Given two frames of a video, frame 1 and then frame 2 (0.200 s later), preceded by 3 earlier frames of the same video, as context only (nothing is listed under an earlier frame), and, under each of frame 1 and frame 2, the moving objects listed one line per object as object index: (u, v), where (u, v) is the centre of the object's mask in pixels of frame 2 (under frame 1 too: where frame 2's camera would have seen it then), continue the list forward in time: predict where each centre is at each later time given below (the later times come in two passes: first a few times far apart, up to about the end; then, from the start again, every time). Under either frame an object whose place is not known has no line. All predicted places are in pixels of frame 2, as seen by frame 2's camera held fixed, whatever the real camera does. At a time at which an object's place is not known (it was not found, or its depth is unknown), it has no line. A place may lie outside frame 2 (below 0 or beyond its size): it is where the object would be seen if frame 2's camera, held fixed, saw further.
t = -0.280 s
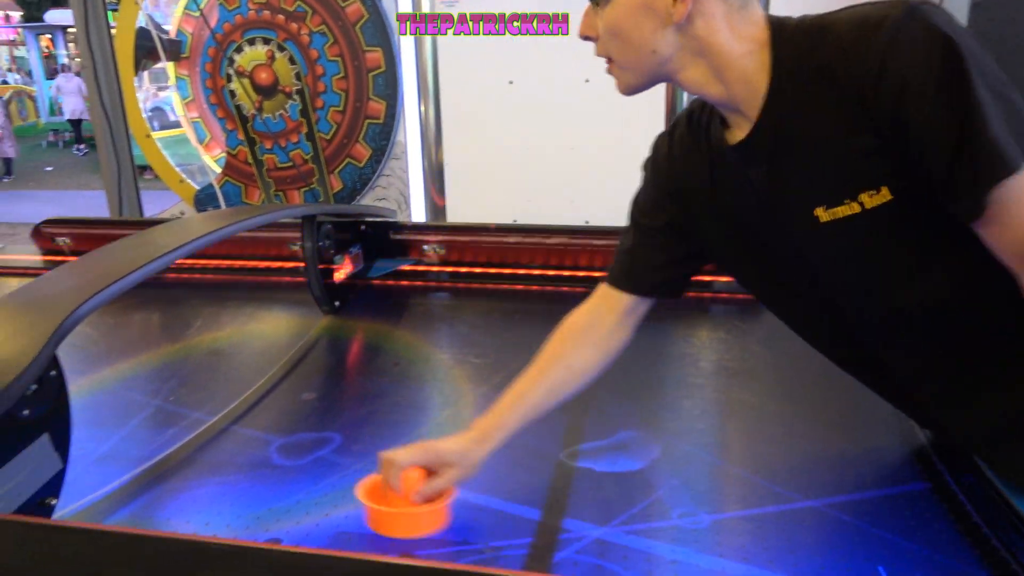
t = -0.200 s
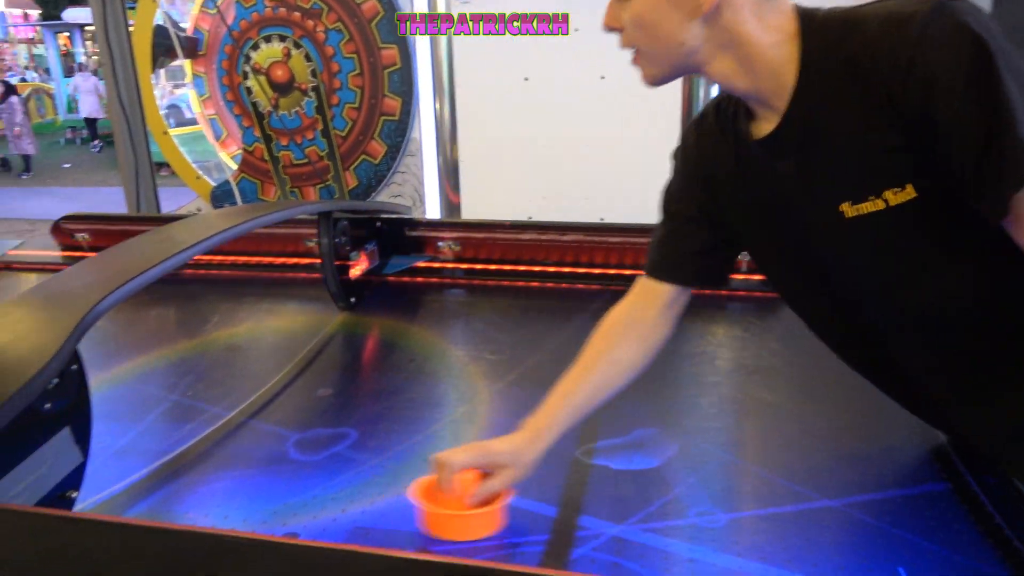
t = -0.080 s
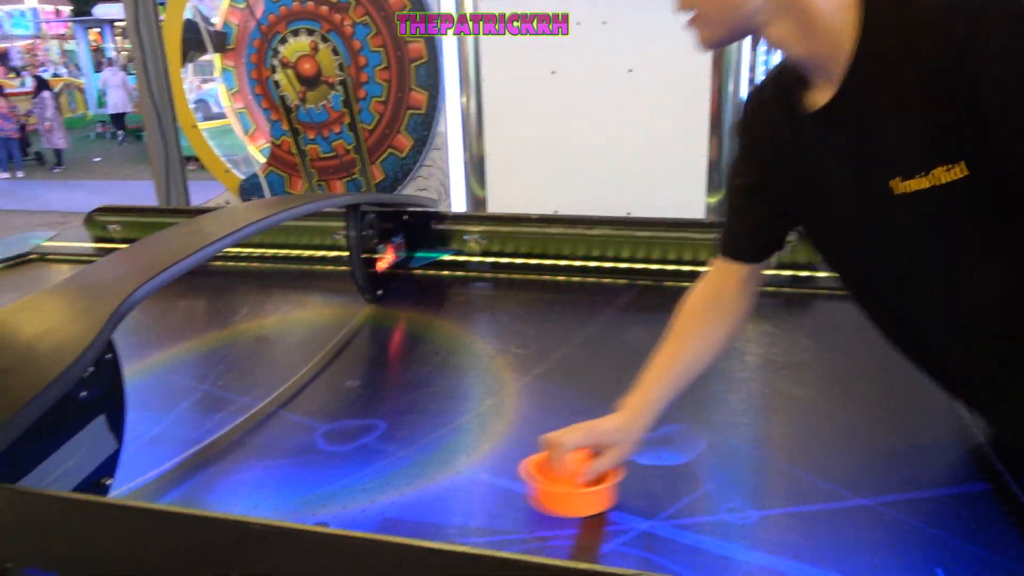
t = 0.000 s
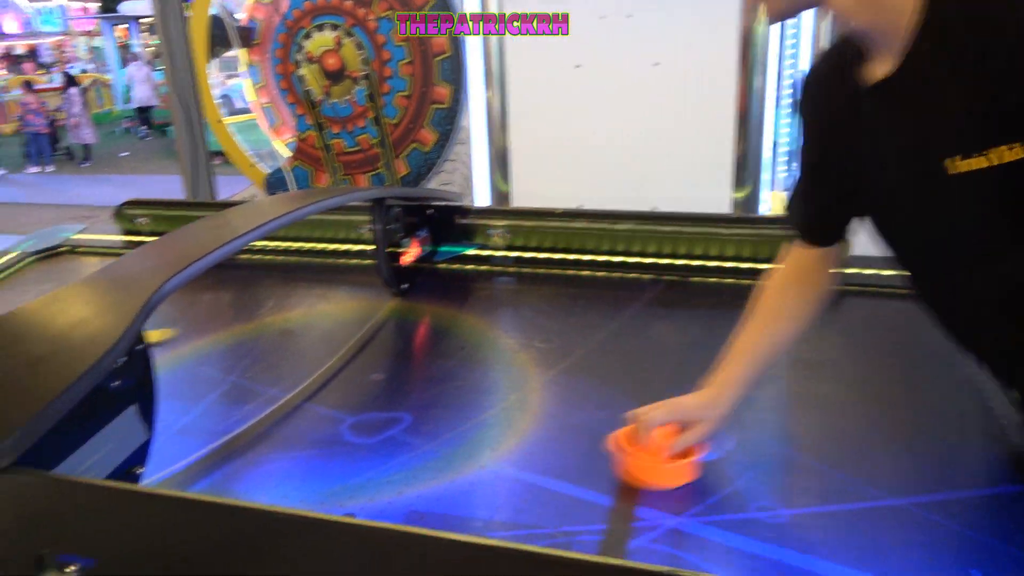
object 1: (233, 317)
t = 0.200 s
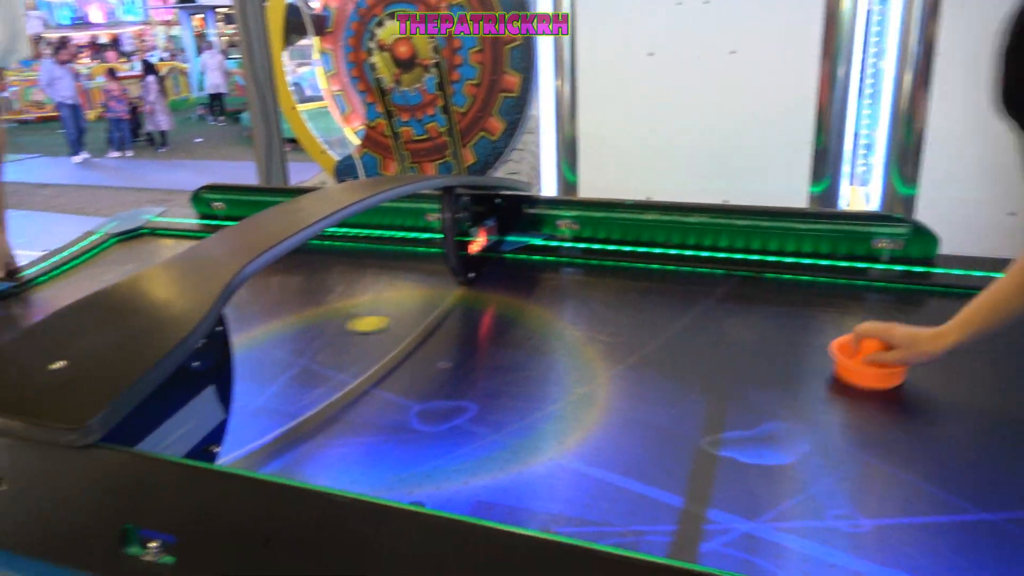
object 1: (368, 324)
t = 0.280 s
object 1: (417, 328)
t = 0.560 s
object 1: (546, 352)
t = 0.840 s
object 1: (621, 380)
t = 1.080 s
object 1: (643, 393)
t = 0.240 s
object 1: (392, 326)
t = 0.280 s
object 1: (417, 328)
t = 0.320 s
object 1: (439, 331)
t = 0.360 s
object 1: (459, 334)
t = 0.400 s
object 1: (479, 337)
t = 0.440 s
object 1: (497, 340)
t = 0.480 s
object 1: (515, 344)
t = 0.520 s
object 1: (531, 348)
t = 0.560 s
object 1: (546, 352)
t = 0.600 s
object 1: (561, 356)
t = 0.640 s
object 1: (574, 361)
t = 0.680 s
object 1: (585, 364)
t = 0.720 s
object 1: (596, 369)
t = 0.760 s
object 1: (605, 372)
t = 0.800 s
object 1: (613, 376)
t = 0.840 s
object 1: (621, 380)
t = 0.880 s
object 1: (627, 384)
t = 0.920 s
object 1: (632, 386)
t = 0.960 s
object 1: (636, 388)
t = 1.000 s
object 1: (639, 390)
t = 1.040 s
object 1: (642, 392)
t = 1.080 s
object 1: (643, 393)
